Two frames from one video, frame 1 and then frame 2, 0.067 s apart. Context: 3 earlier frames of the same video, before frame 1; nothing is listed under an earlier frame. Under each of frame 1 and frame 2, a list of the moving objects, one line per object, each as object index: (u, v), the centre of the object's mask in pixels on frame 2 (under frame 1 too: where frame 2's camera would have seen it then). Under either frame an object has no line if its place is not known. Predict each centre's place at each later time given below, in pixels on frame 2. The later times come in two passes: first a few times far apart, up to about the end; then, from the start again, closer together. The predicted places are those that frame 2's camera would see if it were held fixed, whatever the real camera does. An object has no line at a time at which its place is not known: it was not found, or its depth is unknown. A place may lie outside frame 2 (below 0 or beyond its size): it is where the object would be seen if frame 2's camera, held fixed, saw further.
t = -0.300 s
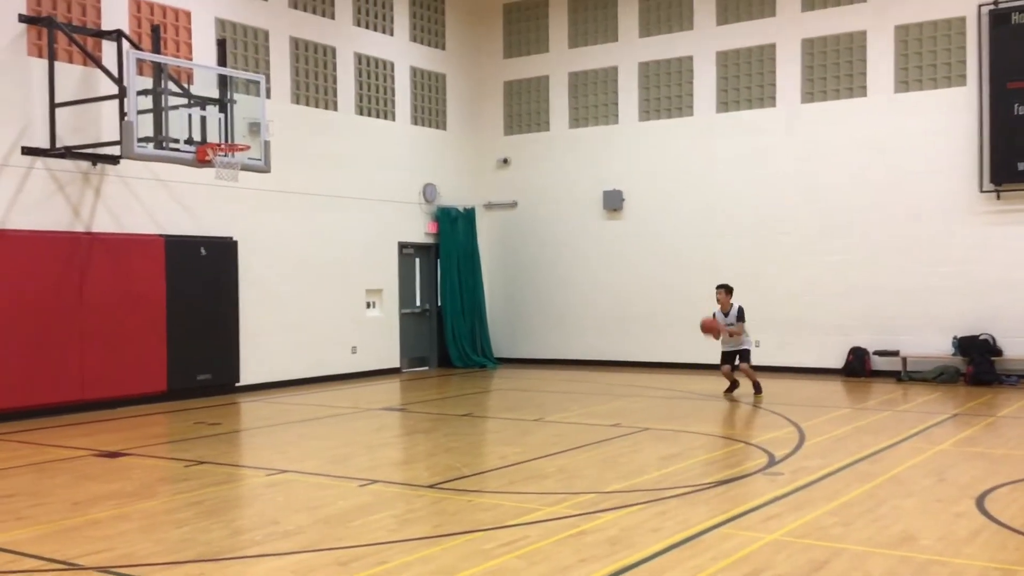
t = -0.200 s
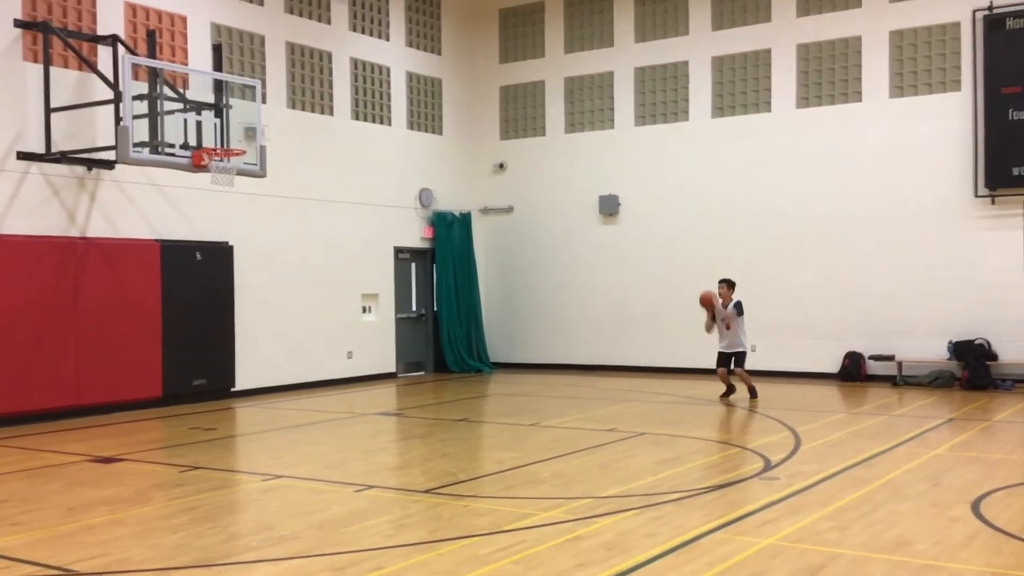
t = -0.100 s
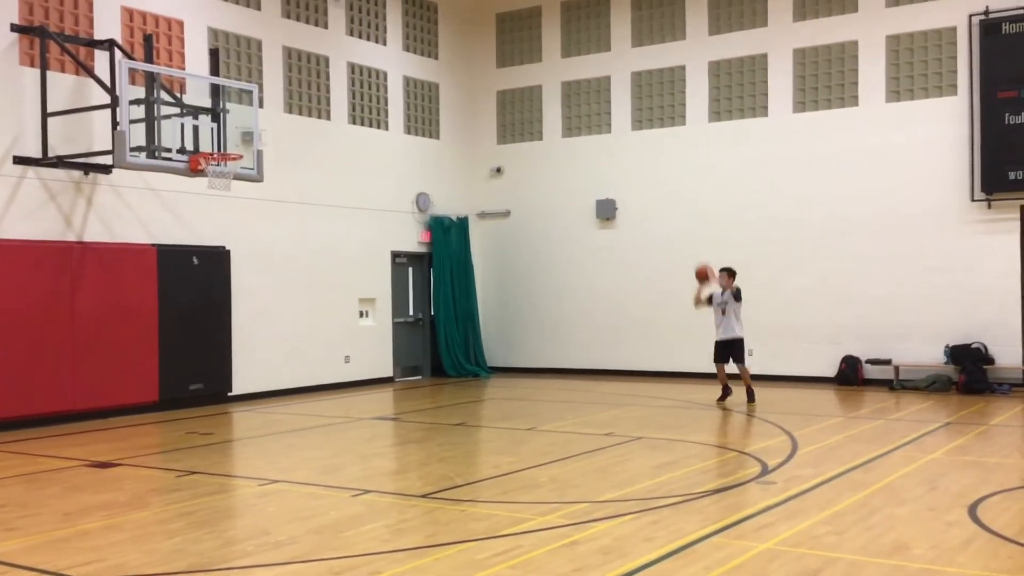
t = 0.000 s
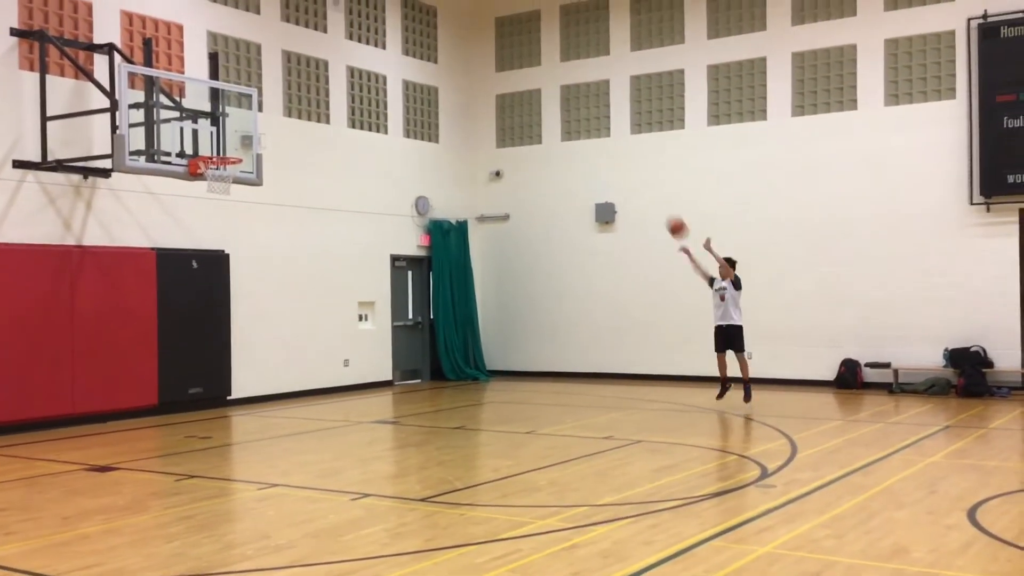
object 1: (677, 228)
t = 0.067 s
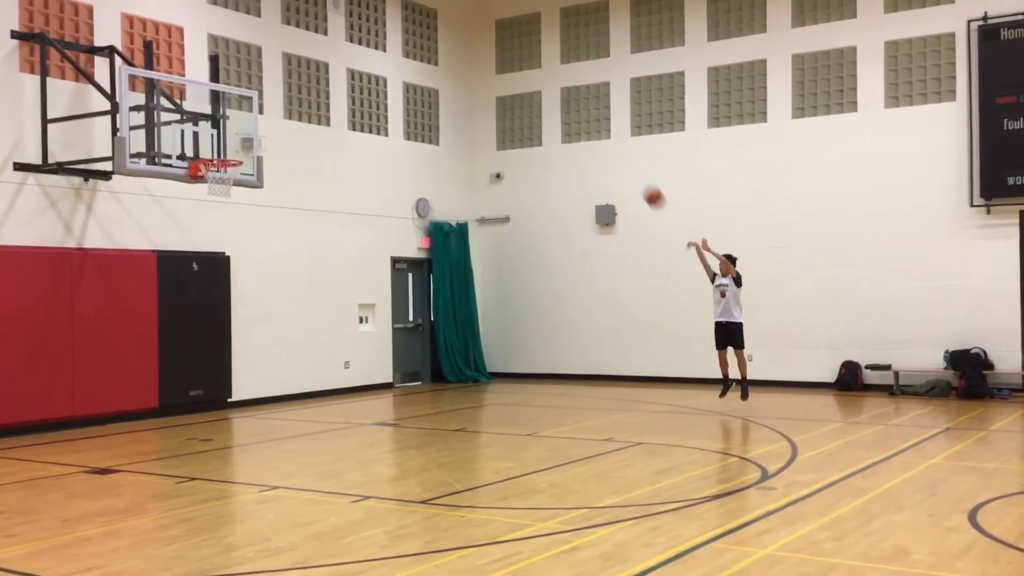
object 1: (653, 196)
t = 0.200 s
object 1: (606, 140)
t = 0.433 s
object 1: (521, 72)
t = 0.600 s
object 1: (458, 50)
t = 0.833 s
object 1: (369, 55)
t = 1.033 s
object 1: (289, 98)
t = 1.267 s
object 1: (201, 176)
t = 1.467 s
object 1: (213, 172)
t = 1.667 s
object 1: (228, 184)
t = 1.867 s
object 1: (222, 191)
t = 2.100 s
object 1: (210, 225)
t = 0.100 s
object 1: (641, 181)
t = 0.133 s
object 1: (630, 166)
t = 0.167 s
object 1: (618, 153)
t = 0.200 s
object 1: (606, 140)
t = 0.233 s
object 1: (595, 129)
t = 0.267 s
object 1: (583, 117)
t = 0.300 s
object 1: (571, 107)
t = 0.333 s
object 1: (559, 97)
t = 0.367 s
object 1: (546, 88)
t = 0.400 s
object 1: (534, 80)
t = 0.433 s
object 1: (521, 72)
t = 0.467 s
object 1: (509, 66)
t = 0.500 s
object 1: (496, 61)
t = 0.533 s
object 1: (483, 56)
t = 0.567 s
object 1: (471, 53)
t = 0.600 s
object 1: (458, 50)
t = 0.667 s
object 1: (433, 46)
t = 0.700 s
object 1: (419, 46)
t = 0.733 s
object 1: (409, 47)
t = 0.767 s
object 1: (395, 49)
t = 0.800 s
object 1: (382, 52)
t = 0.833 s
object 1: (369, 55)
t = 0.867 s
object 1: (356, 60)
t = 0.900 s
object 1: (343, 66)
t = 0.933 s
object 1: (330, 72)
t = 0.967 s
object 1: (316, 80)
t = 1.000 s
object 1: (302, 89)
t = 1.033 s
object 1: (289, 98)
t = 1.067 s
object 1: (275, 108)
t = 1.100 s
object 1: (261, 120)
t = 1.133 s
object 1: (248, 133)
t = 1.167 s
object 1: (236, 146)
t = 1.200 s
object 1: (220, 161)
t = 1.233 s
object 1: (208, 176)
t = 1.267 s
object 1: (201, 176)
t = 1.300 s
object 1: (201, 176)
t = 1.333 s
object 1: (200, 173)
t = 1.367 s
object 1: (203, 171)
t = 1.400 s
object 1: (212, 169)
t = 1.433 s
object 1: (212, 171)
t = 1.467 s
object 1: (213, 172)
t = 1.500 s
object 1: (220, 173)
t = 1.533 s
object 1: (220, 177)
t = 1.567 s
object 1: (223, 181)
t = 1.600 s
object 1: (225, 183)
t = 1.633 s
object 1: (227, 183)
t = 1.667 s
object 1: (228, 184)
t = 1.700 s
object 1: (228, 185)
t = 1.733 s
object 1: (227, 186)
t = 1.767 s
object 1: (226, 187)
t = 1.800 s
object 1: (225, 188)
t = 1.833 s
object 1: (224, 190)
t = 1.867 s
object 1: (222, 191)
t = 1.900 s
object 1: (220, 193)
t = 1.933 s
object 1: (218, 196)
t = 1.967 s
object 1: (217, 199)
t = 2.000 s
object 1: (215, 204)
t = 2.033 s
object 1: (213, 210)
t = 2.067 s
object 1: (212, 217)
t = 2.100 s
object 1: (210, 225)
